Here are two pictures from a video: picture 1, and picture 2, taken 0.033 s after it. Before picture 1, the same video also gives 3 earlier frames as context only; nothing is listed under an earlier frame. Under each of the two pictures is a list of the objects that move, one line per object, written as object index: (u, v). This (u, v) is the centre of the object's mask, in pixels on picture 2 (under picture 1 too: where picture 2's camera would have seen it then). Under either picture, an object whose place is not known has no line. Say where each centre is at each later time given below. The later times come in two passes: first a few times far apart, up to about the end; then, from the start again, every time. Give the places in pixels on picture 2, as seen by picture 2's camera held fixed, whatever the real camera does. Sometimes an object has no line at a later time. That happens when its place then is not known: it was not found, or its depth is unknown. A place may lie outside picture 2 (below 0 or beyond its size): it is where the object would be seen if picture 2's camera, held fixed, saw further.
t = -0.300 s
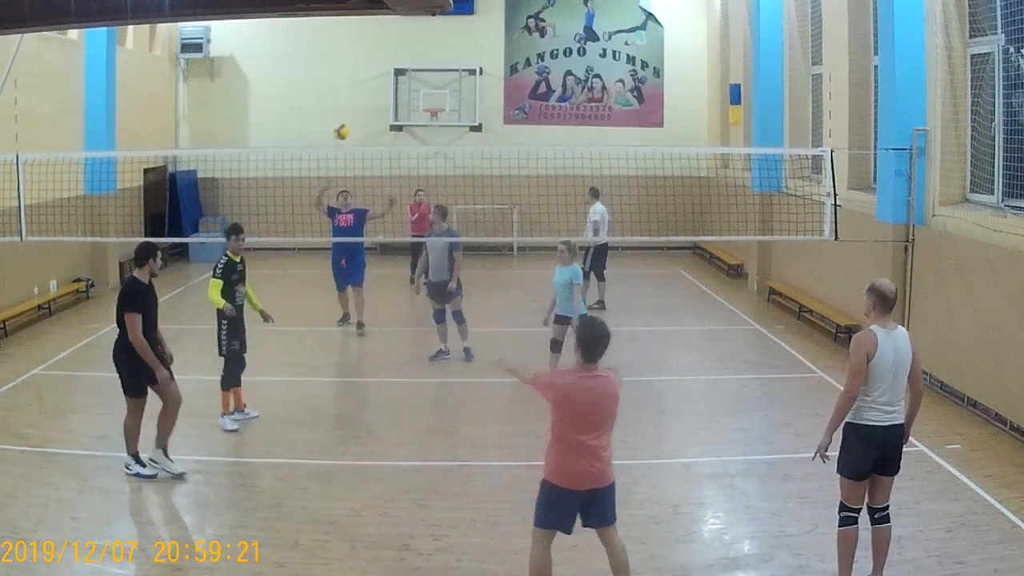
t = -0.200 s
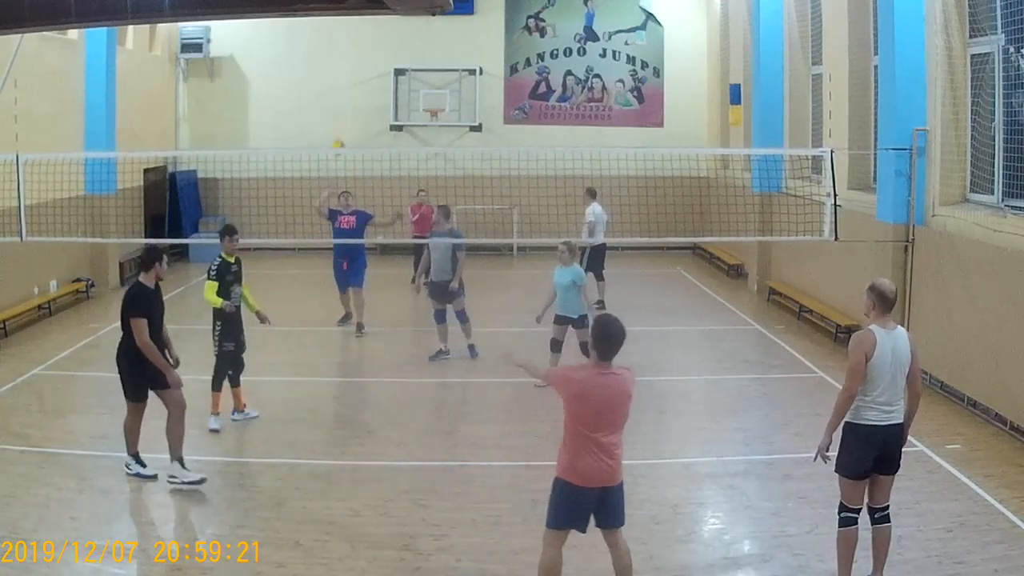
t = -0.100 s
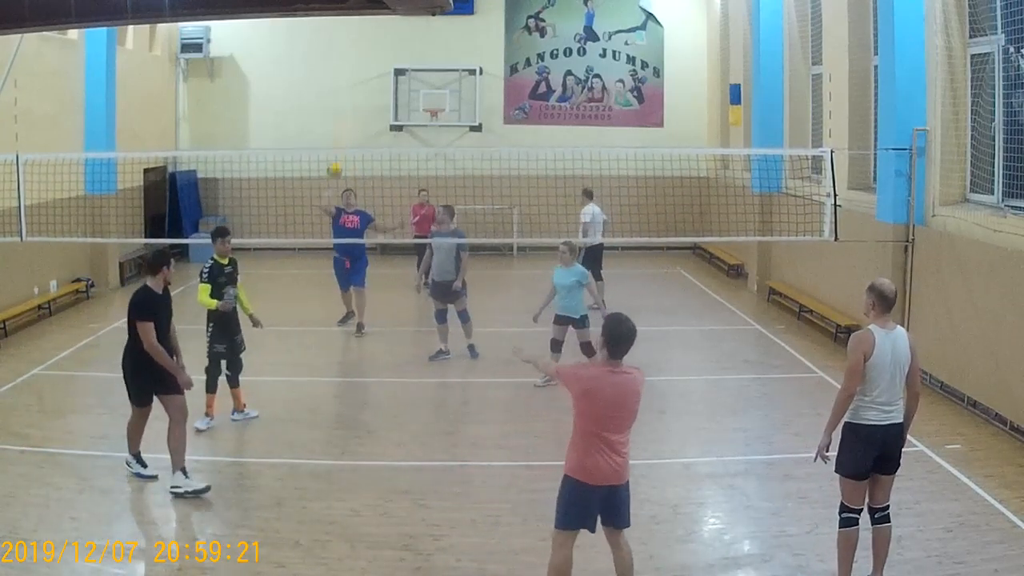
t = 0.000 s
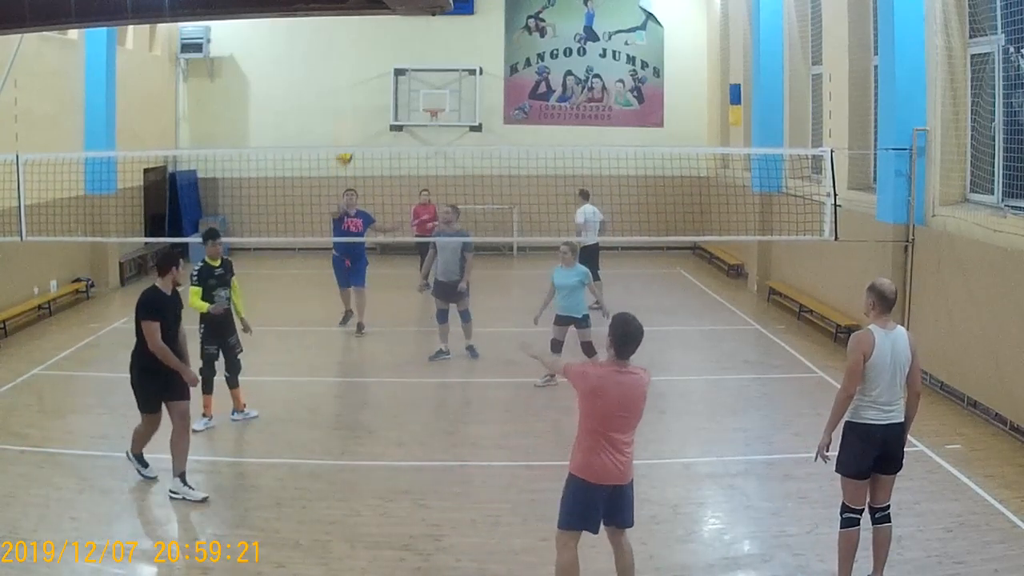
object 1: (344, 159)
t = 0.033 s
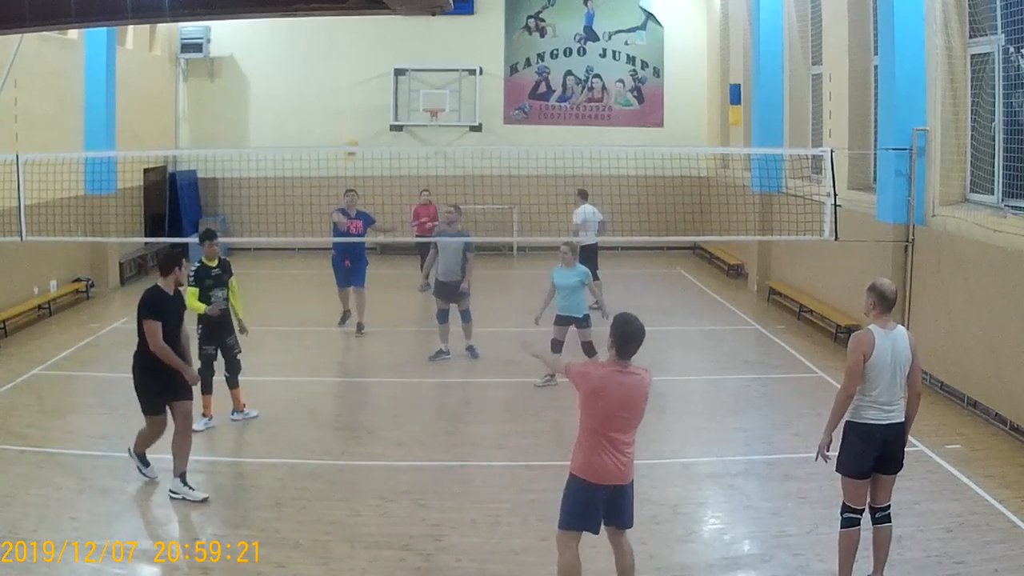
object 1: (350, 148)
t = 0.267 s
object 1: (398, 103)
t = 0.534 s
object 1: (472, 105)
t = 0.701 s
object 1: (537, 152)
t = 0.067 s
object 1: (356, 139)
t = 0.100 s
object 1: (362, 132)
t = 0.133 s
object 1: (369, 125)
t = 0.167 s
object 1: (376, 118)
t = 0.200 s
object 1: (382, 113)
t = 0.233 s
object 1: (389, 108)
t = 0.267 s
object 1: (398, 103)
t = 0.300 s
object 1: (405, 100)
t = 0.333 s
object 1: (413, 97)
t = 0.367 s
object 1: (421, 96)
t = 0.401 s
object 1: (430, 96)
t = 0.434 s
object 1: (440, 97)
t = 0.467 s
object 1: (451, 97)
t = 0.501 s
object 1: (460, 101)
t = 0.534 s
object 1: (472, 105)
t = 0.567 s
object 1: (484, 112)
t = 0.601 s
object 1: (496, 118)
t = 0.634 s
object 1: (510, 127)
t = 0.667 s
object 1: (524, 140)
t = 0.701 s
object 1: (537, 152)
